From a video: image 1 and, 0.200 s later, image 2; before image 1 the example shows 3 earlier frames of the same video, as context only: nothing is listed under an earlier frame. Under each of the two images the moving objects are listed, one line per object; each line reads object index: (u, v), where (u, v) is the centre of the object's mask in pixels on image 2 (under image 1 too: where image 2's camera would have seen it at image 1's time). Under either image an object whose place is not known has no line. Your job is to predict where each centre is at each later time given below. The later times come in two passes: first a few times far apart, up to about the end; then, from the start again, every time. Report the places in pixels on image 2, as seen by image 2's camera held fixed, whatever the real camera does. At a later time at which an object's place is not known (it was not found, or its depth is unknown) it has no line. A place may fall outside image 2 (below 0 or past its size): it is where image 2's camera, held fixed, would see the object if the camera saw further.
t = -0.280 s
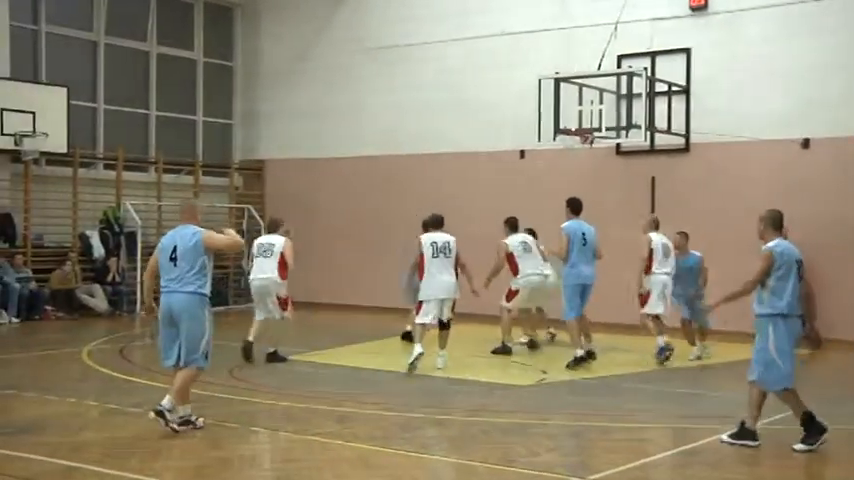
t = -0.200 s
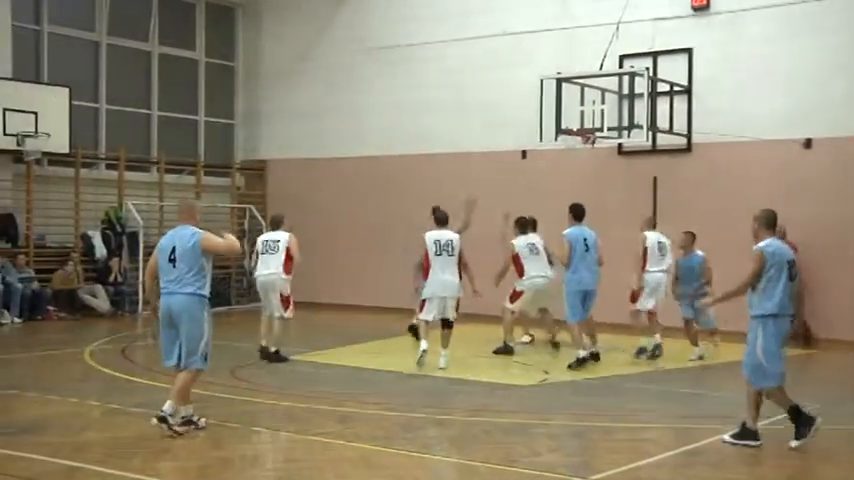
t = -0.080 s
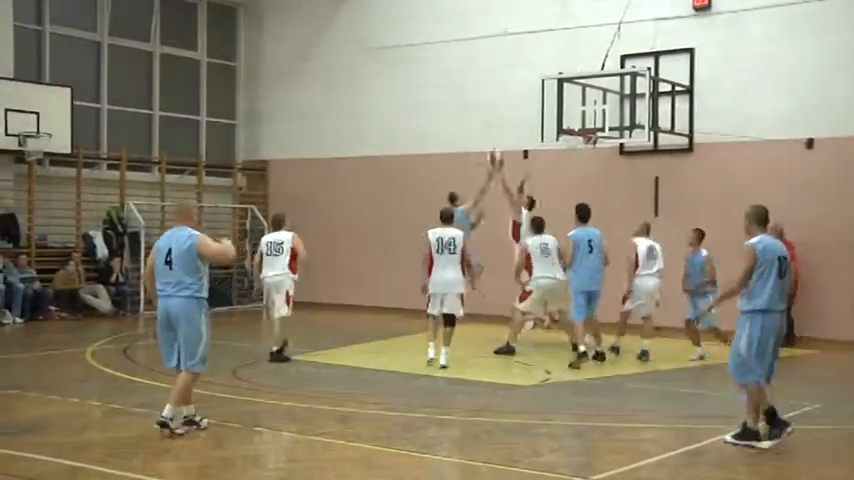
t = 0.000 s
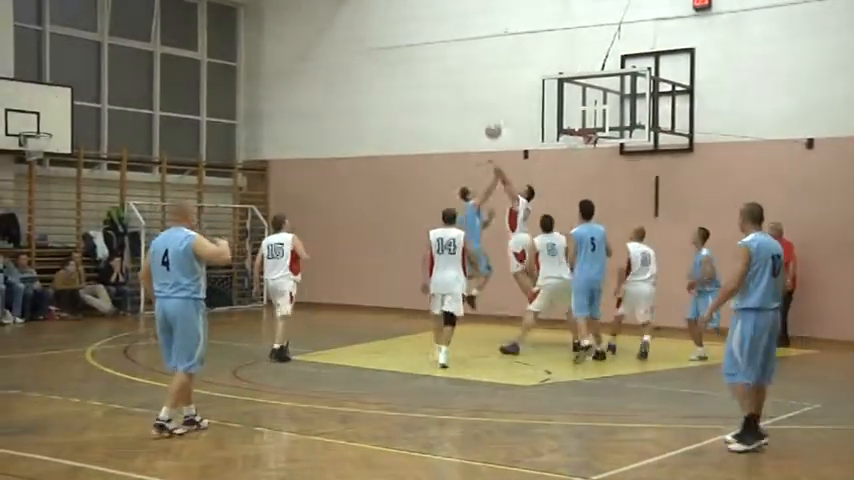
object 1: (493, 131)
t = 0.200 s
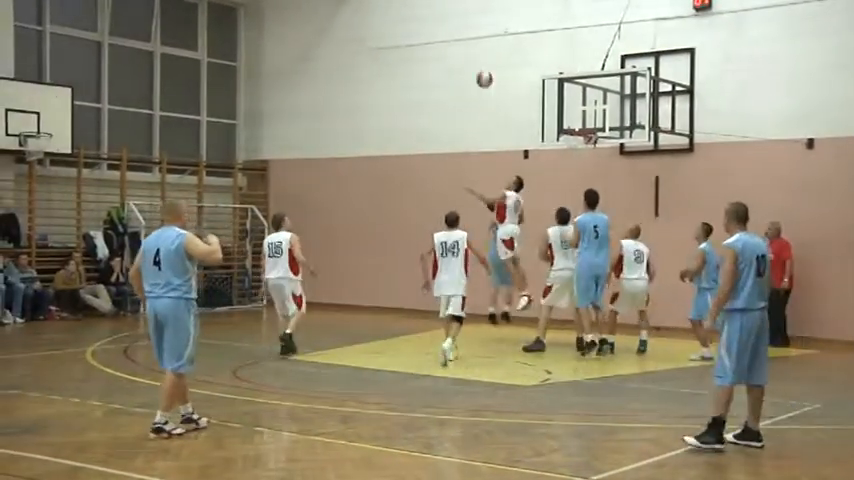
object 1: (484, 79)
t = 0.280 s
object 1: (480, 68)
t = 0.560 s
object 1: (465, 55)
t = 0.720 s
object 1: (456, 75)
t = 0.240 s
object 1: (481, 73)
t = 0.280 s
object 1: (480, 68)
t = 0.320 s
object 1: (478, 61)
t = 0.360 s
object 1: (476, 59)
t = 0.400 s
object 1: (473, 55)
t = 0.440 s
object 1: (472, 53)
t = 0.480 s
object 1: (470, 52)
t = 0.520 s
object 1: (468, 54)
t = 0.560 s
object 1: (465, 55)
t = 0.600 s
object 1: (463, 58)
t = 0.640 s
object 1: (461, 64)
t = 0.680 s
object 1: (459, 69)
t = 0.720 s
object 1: (456, 75)
